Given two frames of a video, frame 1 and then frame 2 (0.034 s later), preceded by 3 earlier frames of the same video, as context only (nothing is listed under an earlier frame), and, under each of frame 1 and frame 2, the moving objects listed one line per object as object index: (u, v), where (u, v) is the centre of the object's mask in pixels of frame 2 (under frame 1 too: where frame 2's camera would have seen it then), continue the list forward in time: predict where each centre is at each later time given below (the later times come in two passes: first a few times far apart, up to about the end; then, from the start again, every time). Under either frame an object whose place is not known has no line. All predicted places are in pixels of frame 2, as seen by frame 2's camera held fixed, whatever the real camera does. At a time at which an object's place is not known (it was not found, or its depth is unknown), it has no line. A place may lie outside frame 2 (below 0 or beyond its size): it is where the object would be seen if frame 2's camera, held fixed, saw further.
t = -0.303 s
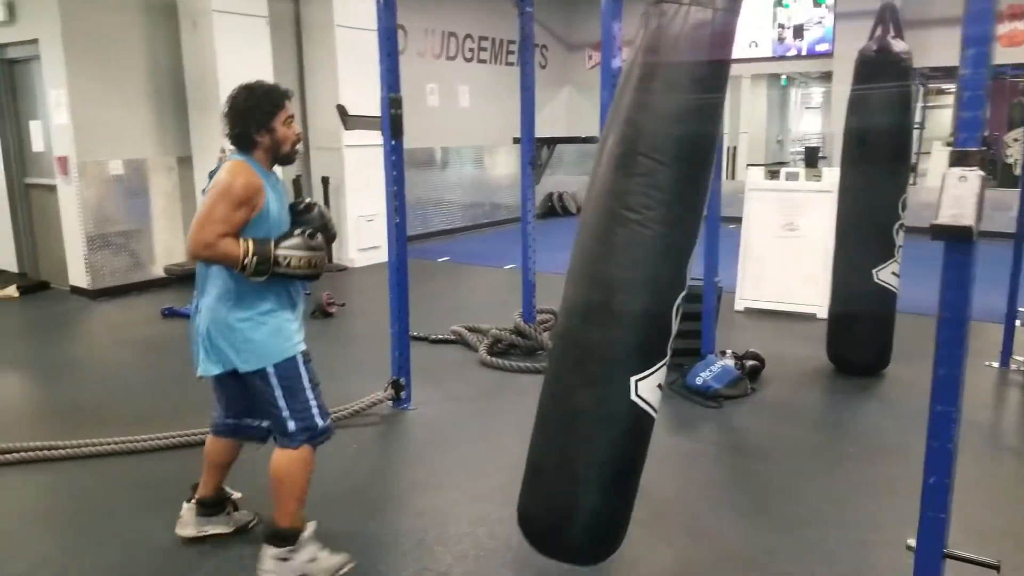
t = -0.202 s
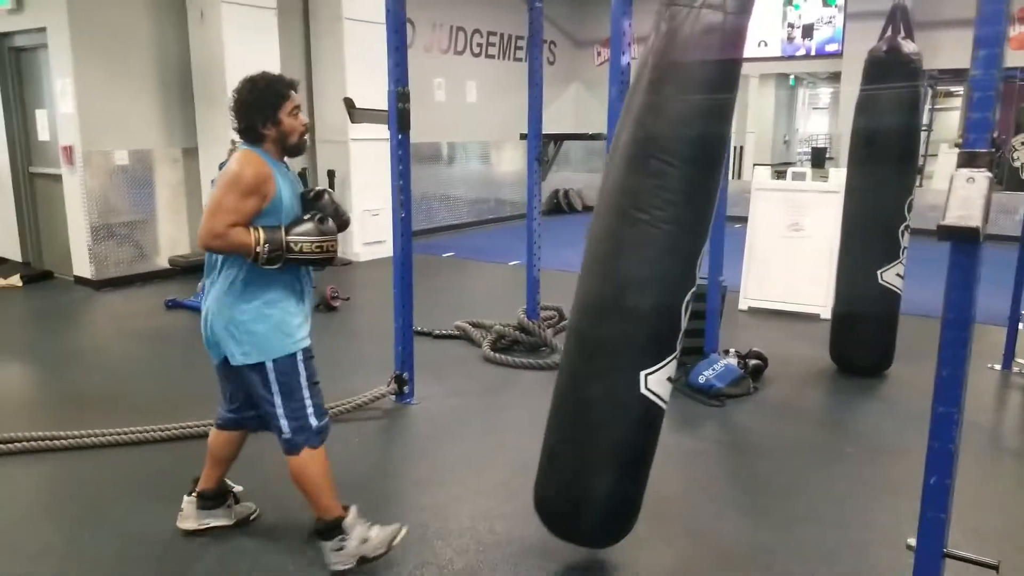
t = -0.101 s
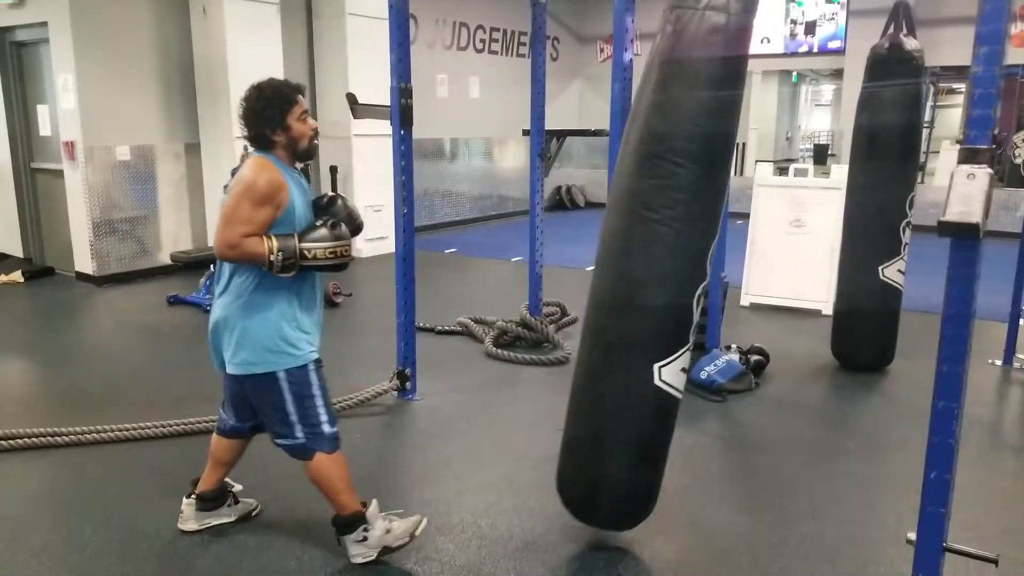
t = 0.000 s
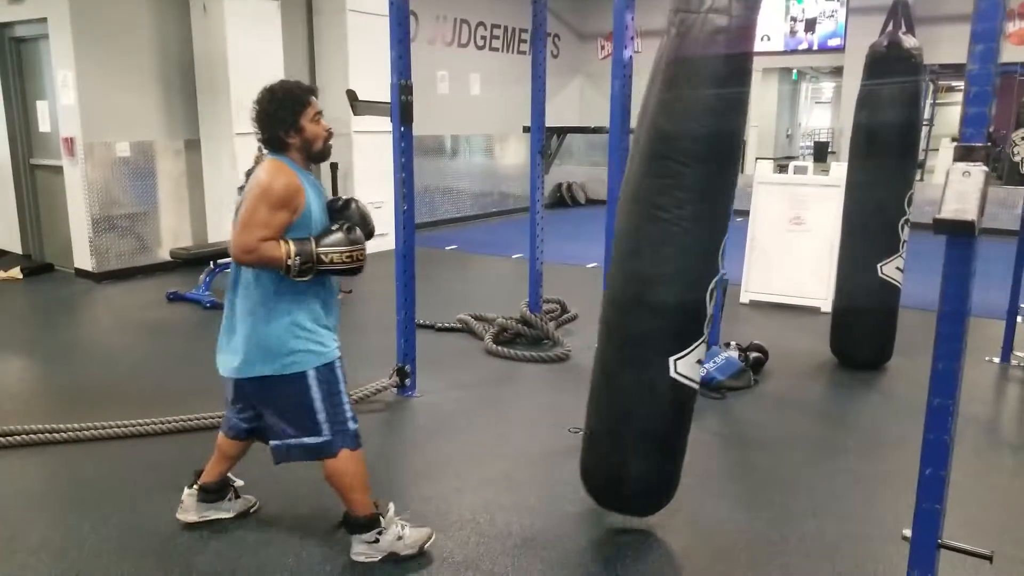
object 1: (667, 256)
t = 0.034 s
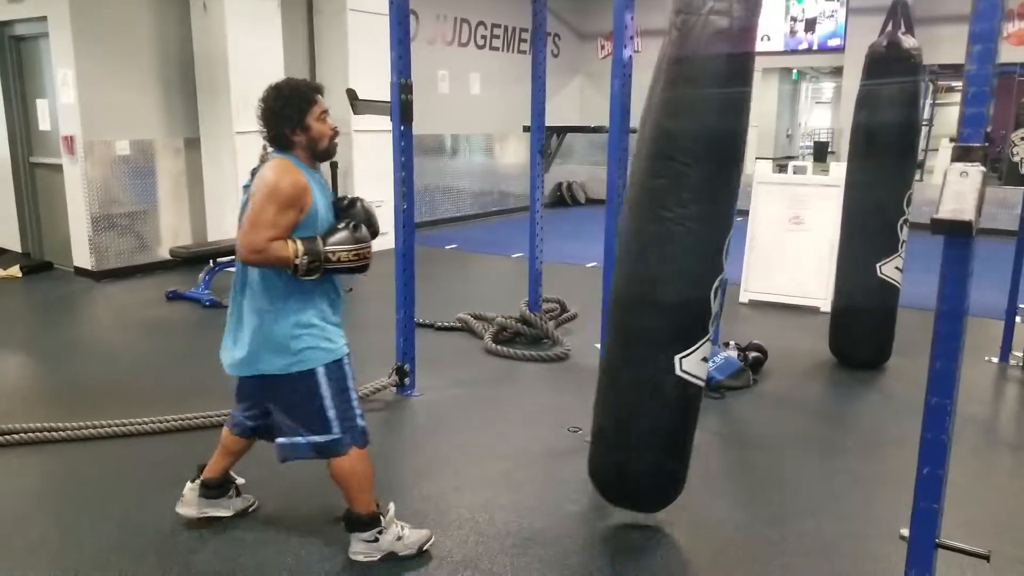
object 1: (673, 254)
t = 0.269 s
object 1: (718, 245)
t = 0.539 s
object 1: (769, 242)
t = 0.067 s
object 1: (679, 253)
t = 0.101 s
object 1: (685, 251)
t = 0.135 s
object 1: (692, 250)
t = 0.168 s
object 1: (698, 249)
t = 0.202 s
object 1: (705, 248)
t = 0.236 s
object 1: (711, 246)
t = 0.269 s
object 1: (718, 245)
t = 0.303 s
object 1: (725, 244)
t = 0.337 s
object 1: (732, 243)
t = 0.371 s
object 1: (738, 242)
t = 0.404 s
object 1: (744, 243)
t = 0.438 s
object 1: (751, 242)
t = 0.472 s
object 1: (757, 242)
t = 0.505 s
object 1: (763, 242)
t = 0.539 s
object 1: (769, 242)
